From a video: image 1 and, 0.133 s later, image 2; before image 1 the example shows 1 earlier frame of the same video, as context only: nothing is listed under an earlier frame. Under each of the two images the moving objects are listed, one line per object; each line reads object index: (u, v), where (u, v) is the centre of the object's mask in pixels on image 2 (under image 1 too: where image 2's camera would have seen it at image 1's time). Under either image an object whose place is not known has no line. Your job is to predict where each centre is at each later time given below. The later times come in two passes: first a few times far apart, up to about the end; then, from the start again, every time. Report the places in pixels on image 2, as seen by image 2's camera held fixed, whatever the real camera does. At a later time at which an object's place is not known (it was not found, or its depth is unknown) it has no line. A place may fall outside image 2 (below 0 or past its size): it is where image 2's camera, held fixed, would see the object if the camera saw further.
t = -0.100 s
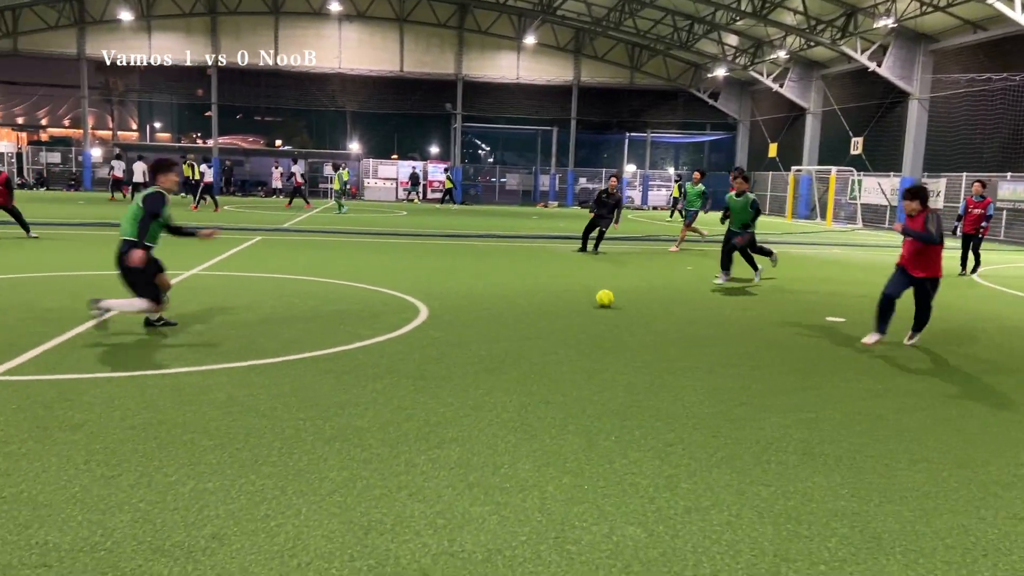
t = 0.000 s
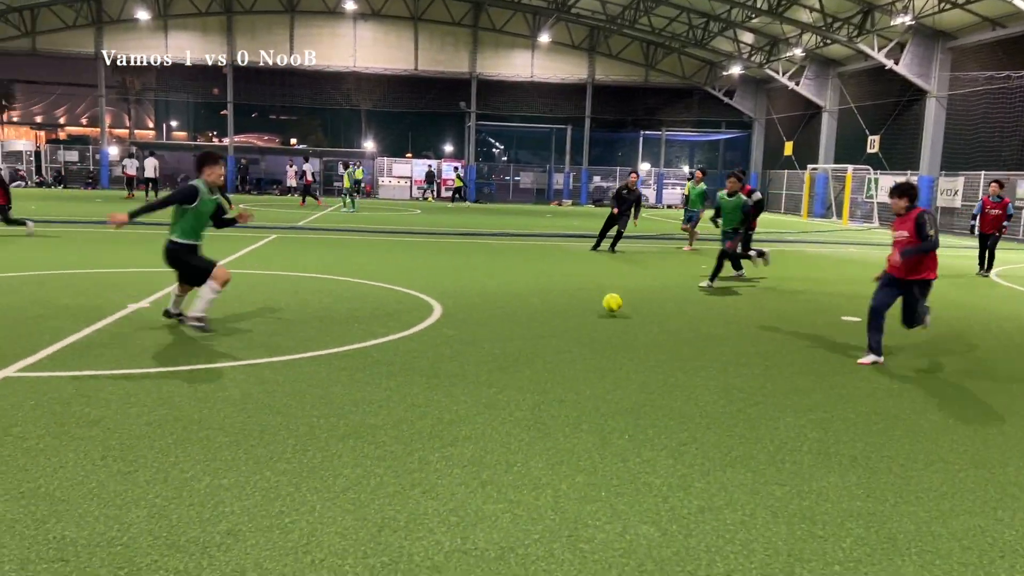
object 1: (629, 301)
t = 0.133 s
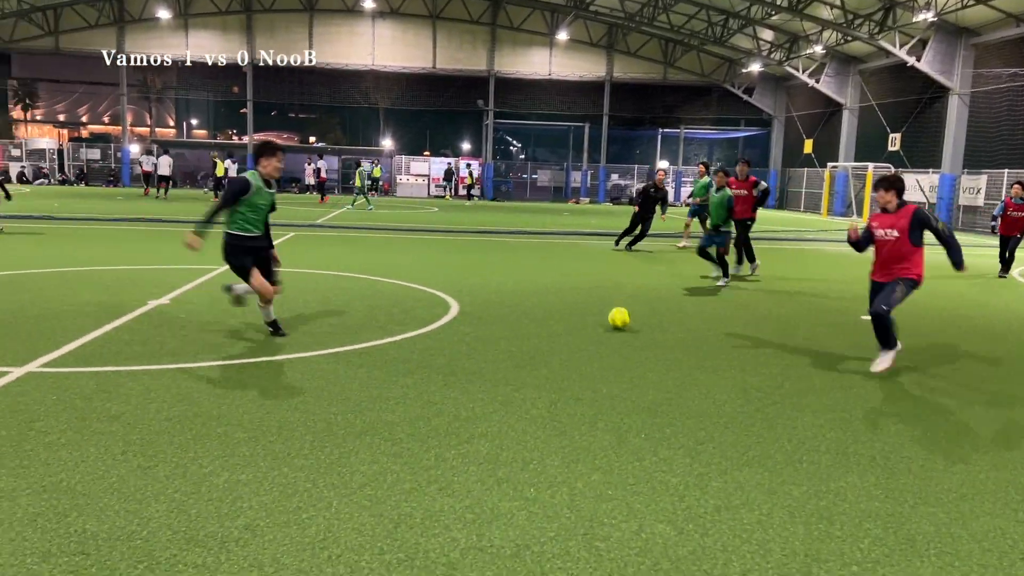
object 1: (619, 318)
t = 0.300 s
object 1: (605, 340)
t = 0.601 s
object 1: (570, 395)
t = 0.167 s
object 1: (617, 323)
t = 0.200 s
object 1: (614, 326)
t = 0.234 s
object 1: (612, 331)
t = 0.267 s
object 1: (608, 333)
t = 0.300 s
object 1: (605, 340)
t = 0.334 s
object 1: (603, 347)
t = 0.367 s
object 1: (599, 352)
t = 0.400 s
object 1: (596, 356)
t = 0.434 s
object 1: (592, 359)
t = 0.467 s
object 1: (588, 367)
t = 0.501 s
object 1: (584, 376)
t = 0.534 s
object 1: (579, 386)
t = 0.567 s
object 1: (575, 391)
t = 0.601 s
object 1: (570, 395)
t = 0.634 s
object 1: (564, 403)
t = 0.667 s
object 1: (559, 412)
